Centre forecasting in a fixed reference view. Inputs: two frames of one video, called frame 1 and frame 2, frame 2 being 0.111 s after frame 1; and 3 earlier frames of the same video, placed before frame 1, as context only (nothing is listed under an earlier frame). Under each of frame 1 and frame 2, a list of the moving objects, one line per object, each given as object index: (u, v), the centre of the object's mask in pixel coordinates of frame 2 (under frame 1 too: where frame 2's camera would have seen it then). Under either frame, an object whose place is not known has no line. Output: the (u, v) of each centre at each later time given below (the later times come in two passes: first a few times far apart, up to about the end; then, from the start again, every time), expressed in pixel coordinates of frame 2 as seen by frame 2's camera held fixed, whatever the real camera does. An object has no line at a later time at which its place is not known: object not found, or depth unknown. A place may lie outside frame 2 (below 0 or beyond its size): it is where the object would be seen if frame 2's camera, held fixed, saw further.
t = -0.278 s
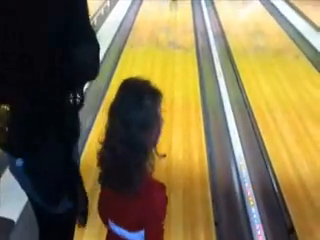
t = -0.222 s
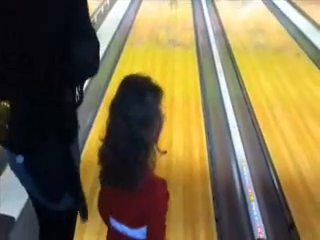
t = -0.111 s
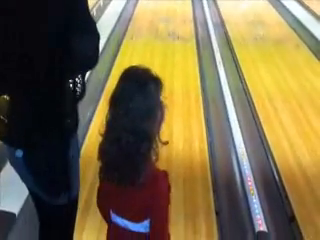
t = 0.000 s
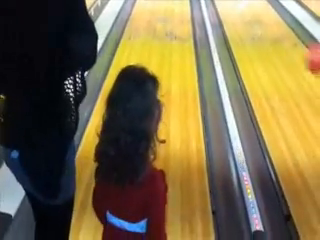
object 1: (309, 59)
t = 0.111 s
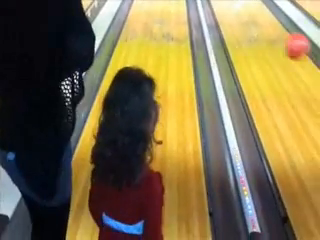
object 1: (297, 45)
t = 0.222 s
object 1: (273, 43)
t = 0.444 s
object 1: (248, 14)
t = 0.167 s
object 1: (279, 42)
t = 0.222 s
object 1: (273, 43)
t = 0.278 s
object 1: (267, 44)
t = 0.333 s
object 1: (258, 31)
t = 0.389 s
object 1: (255, 23)
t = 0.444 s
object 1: (248, 14)
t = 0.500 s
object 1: (245, 12)
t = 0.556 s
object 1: (242, 10)
